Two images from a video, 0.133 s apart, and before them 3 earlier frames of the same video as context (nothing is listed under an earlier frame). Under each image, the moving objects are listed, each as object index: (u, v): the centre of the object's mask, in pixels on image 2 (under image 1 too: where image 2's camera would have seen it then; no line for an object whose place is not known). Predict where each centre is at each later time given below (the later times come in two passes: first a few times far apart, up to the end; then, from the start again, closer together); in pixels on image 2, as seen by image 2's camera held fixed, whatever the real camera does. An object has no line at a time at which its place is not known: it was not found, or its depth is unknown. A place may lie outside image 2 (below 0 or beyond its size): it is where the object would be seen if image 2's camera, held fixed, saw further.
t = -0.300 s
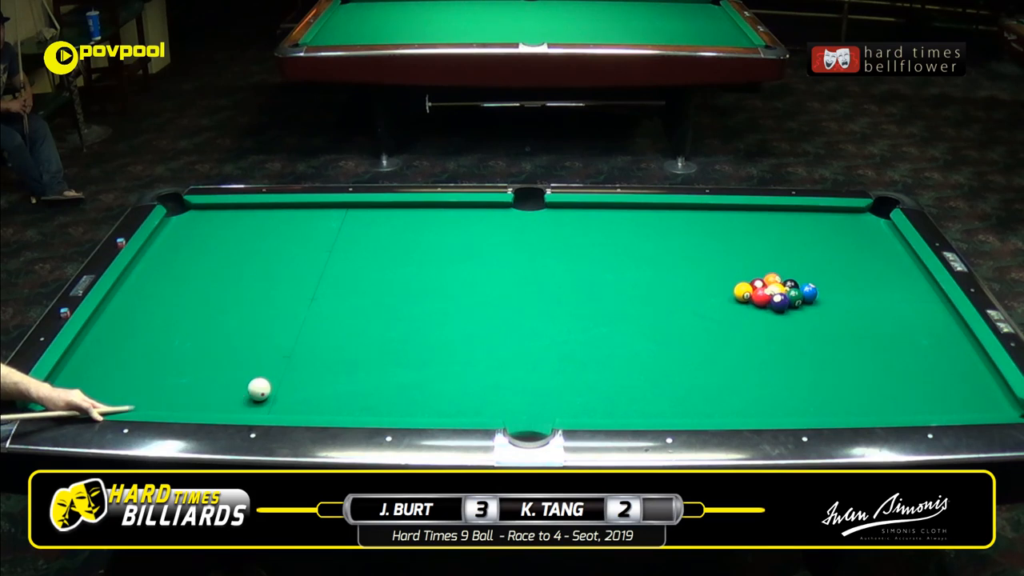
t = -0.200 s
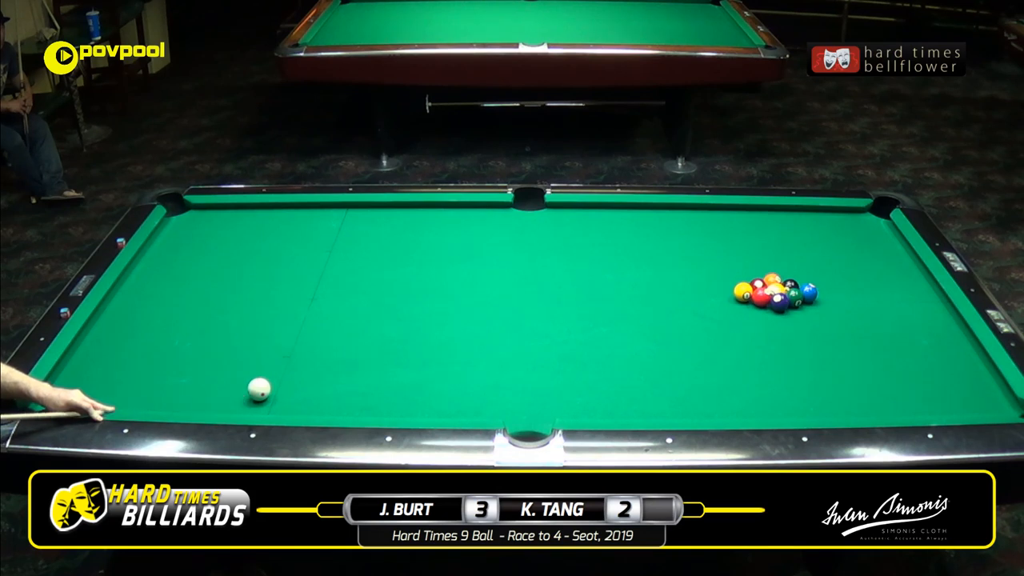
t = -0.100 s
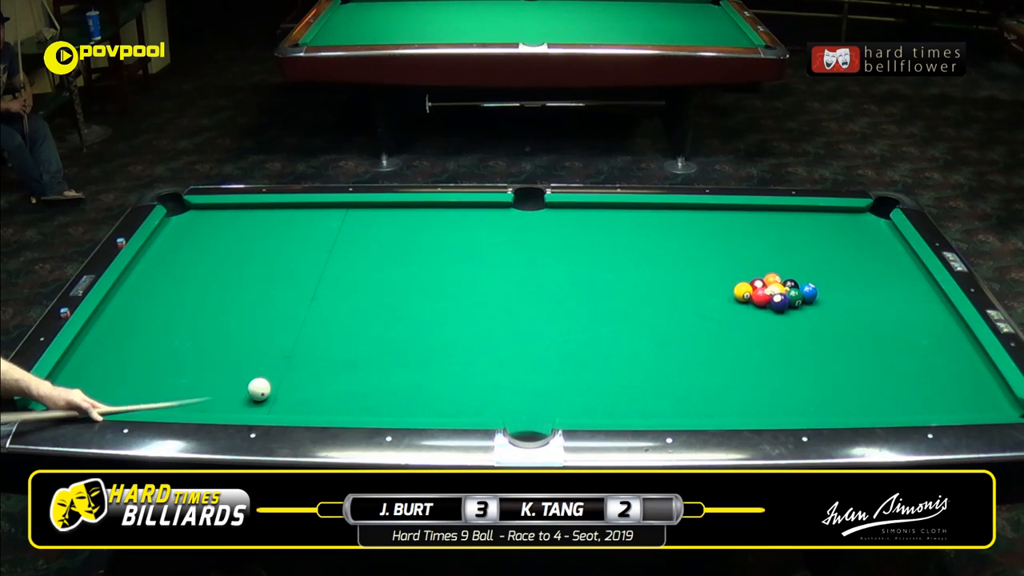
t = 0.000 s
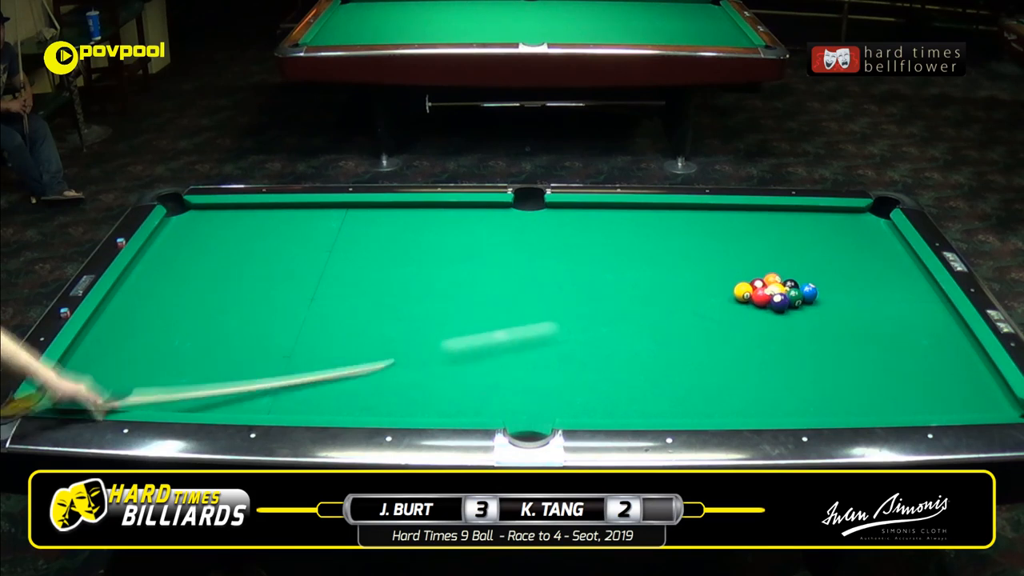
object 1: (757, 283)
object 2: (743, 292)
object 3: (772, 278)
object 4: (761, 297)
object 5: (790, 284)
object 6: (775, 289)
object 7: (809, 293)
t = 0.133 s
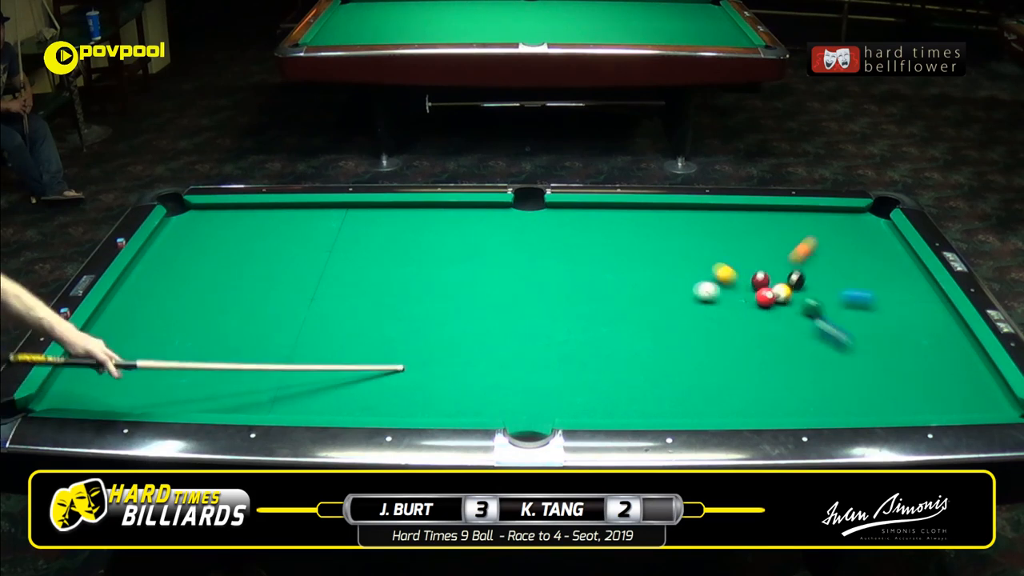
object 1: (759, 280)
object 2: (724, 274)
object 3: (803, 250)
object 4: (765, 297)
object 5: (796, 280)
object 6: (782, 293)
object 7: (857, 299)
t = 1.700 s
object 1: (706, 209)
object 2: (438, 265)
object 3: (501, 255)
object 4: (819, 301)
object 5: (904, 264)
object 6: (884, 310)
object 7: (351, 360)
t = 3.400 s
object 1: (500, 212)
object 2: (271, 283)
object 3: (146, 275)
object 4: (821, 304)
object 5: (891, 314)
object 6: (935, 338)
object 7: (260, 403)
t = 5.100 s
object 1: (364, 217)
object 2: (192, 292)
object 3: (210, 336)
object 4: (821, 318)
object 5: (888, 315)
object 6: (952, 356)
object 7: (588, 406)
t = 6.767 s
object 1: (302, 221)
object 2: (185, 293)
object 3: (273, 374)
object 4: (821, 318)
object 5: (888, 315)
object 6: (952, 355)
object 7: (788, 392)
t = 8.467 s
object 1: (297, 222)
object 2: (185, 293)
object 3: (287, 383)
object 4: (821, 318)
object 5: (888, 315)
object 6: (952, 355)
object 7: (876, 382)
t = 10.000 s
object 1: (297, 221)
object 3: (287, 383)
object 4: (821, 318)
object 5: (888, 315)
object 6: (952, 356)
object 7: (888, 381)
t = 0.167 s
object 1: (761, 278)
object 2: (713, 265)
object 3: (820, 233)
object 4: (767, 297)
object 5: (799, 274)
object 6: (785, 294)
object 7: (886, 302)
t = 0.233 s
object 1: (763, 272)
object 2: (693, 249)
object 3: (849, 212)
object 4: (771, 297)
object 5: (804, 267)
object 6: (790, 295)
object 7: (937, 307)
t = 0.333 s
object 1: (766, 264)
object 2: (667, 229)
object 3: (901, 242)
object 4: (777, 298)
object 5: (812, 256)
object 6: (799, 296)
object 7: (916, 311)
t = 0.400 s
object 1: (768, 258)
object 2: (652, 218)
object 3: (899, 261)
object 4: (780, 298)
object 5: (816, 249)
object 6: (804, 297)
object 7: (891, 314)
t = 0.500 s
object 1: (771, 251)
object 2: (630, 210)
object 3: (893, 289)
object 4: (784, 298)
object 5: (823, 239)
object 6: (812, 299)
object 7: (854, 318)
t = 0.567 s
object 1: (773, 245)
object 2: (616, 218)
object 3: (890, 308)
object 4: (788, 298)
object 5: (827, 231)
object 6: (817, 299)
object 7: (829, 319)
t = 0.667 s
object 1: (775, 238)
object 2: (594, 229)
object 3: (882, 340)
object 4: (792, 299)
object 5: (833, 222)
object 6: (825, 301)
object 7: (790, 322)
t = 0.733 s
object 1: (777, 233)
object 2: (579, 236)
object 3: (877, 363)
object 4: (795, 299)
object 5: (837, 217)
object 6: (829, 301)
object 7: (764, 325)
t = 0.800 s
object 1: (779, 229)
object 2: (564, 244)
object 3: (871, 388)
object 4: (798, 299)
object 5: (841, 211)
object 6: (834, 302)
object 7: (737, 328)
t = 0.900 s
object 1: (781, 222)
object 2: (542, 253)
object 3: (841, 401)
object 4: (801, 299)
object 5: (851, 216)
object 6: (841, 303)
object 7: (695, 331)
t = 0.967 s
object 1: (782, 218)
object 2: (532, 255)
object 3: (806, 384)
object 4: (804, 300)
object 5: (858, 220)
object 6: (845, 304)
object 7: (668, 334)
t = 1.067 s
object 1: (784, 212)
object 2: (519, 257)
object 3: (756, 363)
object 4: (807, 300)
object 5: (868, 227)
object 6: (852, 305)
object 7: (625, 338)
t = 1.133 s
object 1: (786, 210)
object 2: (510, 257)
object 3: (725, 350)
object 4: (808, 300)
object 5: (876, 231)
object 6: (855, 305)
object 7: (597, 340)
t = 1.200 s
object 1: (784, 211)
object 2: (501, 258)
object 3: (694, 337)
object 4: (810, 300)
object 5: (883, 235)
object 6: (859, 306)
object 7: (567, 343)
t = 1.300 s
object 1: (765, 210)
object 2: (488, 260)
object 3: (651, 319)
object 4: (813, 300)
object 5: (894, 242)
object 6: (865, 307)
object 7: (525, 346)
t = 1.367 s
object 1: (755, 209)
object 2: (479, 261)
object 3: (624, 307)
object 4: (814, 300)
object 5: (902, 247)
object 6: (868, 307)
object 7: (496, 349)
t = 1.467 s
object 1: (740, 208)
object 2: (467, 262)
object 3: (584, 290)
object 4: (816, 300)
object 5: (905, 252)
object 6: (873, 308)
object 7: (453, 353)
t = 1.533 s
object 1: (730, 208)
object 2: (458, 263)
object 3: (559, 280)
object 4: (817, 301)
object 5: (905, 255)
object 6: (877, 309)
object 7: (423, 355)
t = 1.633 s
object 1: (716, 209)
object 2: (446, 264)
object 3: (524, 265)
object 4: (818, 301)
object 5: (904, 260)
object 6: (881, 310)
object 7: (381, 358)
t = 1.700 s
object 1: (706, 209)
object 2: (438, 265)
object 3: (501, 255)
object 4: (819, 301)
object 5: (904, 264)
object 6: (884, 310)
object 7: (351, 360)
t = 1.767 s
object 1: (697, 209)
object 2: (430, 266)
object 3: (480, 246)
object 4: (820, 301)
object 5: (904, 267)
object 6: (887, 311)
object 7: (323, 363)
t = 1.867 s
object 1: (684, 209)
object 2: (418, 268)
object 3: (450, 234)
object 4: (821, 301)
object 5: (905, 272)
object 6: (891, 311)
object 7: (280, 365)
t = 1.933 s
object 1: (674, 209)
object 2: (410, 268)
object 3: (430, 226)
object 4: (821, 301)
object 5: (904, 275)
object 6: (893, 312)
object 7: (253, 368)
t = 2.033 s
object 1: (661, 209)
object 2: (399, 269)
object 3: (403, 214)
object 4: (821, 301)
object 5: (904, 280)
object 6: (897, 312)
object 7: (212, 370)
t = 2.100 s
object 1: (652, 209)
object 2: (392, 271)
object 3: (385, 207)
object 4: (821, 301)
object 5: (904, 283)
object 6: (899, 313)
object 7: (184, 373)
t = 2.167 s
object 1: (644, 209)
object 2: (384, 272)
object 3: (372, 208)
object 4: (821, 301)
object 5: (904, 287)
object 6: (901, 313)
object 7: (158, 375)
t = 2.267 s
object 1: (630, 209)
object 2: (374, 273)
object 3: (354, 214)
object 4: (821, 301)
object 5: (904, 292)
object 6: (903, 313)
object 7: (120, 378)
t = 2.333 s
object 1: (622, 210)
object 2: (367, 274)
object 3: (342, 217)
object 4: (821, 301)
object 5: (904, 294)
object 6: (905, 314)
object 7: (94, 379)
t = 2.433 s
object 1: (609, 209)
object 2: (356, 275)
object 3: (323, 222)
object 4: (821, 301)
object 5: (904, 298)
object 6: (907, 314)
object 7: (57, 382)
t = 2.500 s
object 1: (601, 210)
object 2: (349, 276)
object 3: (311, 226)
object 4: (821, 301)
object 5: (903, 301)
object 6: (909, 314)
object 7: (65, 383)
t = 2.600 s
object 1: (589, 210)
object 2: (340, 276)
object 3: (292, 231)
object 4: (821, 301)
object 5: (902, 304)
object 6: (912, 316)
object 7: (86, 385)
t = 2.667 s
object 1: (581, 210)
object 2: (333, 277)
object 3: (280, 235)
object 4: (821, 301)
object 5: (901, 306)
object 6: (914, 318)
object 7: (100, 387)
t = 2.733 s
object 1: (573, 210)
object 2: (327, 278)
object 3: (268, 239)
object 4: (821, 301)
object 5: (900, 307)
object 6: (916, 320)
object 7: (114, 389)
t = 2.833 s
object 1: (562, 210)
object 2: (318, 278)
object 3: (249, 244)
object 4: (821, 301)
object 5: (898, 309)
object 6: (919, 323)
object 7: (136, 391)
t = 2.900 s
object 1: (554, 210)
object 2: (312, 279)
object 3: (237, 248)
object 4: (821, 301)
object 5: (897, 309)
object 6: (921, 325)
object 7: (150, 393)
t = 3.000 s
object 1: (543, 211)
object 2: (303, 280)
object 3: (219, 253)
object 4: (821, 301)
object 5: (895, 310)
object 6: (924, 328)
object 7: (172, 395)
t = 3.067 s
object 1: (536, 211)
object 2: (297, 280)
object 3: (206, 257)
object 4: (821, 301)
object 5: (895, 311)
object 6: (926, 330)
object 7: (187, 397)
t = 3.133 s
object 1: (528, 211)
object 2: (292, 281)
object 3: (194, 260)
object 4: (821, 302)
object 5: (894, 312)
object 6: (927, 332)
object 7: (202, 398)
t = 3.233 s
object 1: (518, 212)
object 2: (284, 282)
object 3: (176, 266)
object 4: (821, 302)
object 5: (893, 312)
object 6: (930, 334)
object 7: (223, 401)
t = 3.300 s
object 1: (511, 212)
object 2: (279, 282)
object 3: (163, 270)
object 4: (821, 302)
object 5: (892, 313)
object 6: (932, 336)
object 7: (238, 401)
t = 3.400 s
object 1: (500, 212)
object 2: (271, 283)
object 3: (146, 275)
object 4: (821, 304)
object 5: (891, 314)
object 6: (935, 338)
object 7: (260, 403)
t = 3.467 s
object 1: (494, 212)
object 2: (267, 284)
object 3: (133, 279)
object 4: (821, 305)
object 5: (890, 314)
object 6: (936, 339)
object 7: (276, 404)
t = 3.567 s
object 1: (485, 213)
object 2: (260, 284)
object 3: (124, 284)
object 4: (821, 307)
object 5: (890, 314)
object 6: (938, 341)
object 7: (297, 405)
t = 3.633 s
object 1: (478, 212)
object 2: (255, 284)
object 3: (128, 287)
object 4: (821, 308)
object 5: (889, 315)
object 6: (939, 343)
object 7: (313, 406)
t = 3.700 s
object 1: (471, 213)
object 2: (251, 285)
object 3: (132, 289)
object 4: (821, 309)
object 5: (889, 315)
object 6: (941, 344)
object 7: (327, 407)
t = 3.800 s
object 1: (462, 214)
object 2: (245, 286)
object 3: (138, 293)
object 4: (821, 310)
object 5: (888, 315)
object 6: (942, 346)
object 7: (350, 408)
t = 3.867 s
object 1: (456, 214)
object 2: (241, 286)
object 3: (142, 295)
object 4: (821, 311)
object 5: (888, 315)
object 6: (943, 347)
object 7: (363, 410)
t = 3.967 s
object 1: (448, 214)
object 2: (235, 287)
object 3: (148, 299)
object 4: (821, 313)
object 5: (888, 315)
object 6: (945, 348)
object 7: (385, 410)
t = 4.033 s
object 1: (442, 214)
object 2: (231, 287)
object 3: (152, 301)
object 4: (821, 314)
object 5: (888, 315)
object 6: (946, 349)
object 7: (398, 410)
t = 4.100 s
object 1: (436, 214)
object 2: (228, 288)
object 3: (155, 304)
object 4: (821, 314)
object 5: (888, 315)
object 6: (947, 350)
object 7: (412, 410)
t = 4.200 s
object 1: (428, 214)
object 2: (223, 289)
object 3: (162, 307)
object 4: (821, 315)
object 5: (888, 315)
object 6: (948, 351)
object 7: (431, 410)
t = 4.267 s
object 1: (423, 215)
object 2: (220, 289)
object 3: (165, 309)
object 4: (821, 316)
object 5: (888, 315)
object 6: (949, 352)
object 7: (443, 409)
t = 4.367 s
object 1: (414, 215)
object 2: (215, 289)
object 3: (171, 313)
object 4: (821, 317)
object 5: (888, 315)
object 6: (950, 353)
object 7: (463, 409)
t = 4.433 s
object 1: (410, 215)
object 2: (212, 290)
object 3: (174, 315)
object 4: (821, 317)
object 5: (888, 315)
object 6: (950, 353)
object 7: (475, 409)
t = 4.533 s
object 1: (402, 215)
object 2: (209, 290)
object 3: (180, 318)
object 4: (821, 317)
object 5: (888, 315)
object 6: (951, 354)
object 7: (493, 409)
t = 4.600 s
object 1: (397, 216)
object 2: (206, 291)
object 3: (184, 320)
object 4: (821, 318)
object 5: (888, 315)
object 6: (952, 355)
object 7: (506, 410)
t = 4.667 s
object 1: (393, 216)
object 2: (204, 291)
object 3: (188, 323)
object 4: (821, 318)
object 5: (888, 315)
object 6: (952, 355)
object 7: (516, 410)
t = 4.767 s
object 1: (385, 216)
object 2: (201, 291)
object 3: (193, 326)
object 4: (821, 318)
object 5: (888, 315)
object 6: (952, 355)
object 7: (535, 409)
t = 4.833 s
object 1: (381, 216)
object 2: (199, 291)
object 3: (196, 328)
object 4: (821, 318)
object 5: (888, 315)
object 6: (952, 356)
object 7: (546, 409)
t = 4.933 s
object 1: (375, 217)
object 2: (196, 292)
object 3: (202, 331)
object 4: (821, 318)
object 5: (888, 315)
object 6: (952, 355)
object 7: (562, 407)
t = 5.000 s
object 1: (370, 217)
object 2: (194, 292)
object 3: (205, 333)
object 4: (821, 318)
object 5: (888, 315)
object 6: (952, 355)
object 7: (573, 406)
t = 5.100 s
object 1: (364, 217)
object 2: (192, 292)
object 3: (210, 336)
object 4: (821, 318)
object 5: (888, 315)
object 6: (952, 356)
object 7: (588, 406)
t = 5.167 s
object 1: (361, 218)
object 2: (191, 292)
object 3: (213, 338)
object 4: (821, 318)
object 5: (888, 315)
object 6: (952, 356)
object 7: (599, 406)
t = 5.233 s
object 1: (357, 218)
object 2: (190, 292)
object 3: (216, 340)
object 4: (821, 318)
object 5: (888, 315)
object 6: (952, 355)
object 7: (610, 405)
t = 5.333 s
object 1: (351, 218)
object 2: (188, 293)
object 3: (221, 343)
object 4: (821, 318)
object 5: (888, 315)
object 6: (952, 355)
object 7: (624, 404)
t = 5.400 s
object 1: (348, 218)
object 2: (187, 293)
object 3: (224, 344)
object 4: (821, 318)
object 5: (888, 315)
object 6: (952, 356)
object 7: (634, 404)
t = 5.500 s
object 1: (343, 218)
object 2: (186, 293)
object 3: (229, 347)
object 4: (821, 318)
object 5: (888, 315)
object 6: (952, 356)
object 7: (648, 403)
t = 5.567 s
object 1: (340, 219)
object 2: (186, 293)
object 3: (232, 349)
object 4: (821, 318)
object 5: (888, 315)
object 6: (952, 355)
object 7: (656, 403)
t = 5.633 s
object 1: (337, 219)
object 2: (185, 293)
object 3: (235, 351)
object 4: (821, 318)
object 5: (888, 315)
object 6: (952, 355)
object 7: (666, 402)
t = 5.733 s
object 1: (332, 219)
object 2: (185, 293)
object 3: (239, 353)
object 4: (821, 318)
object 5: (888, 315)
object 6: (952, 356)
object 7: (679, 401)
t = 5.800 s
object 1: (329, 219)
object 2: (185, 293)
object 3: (242, 355)
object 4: (821, 318)
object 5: (888, 315)
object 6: (952, 356)
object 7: (687, 400)
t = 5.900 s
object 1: (325, 219)
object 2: (185, 293)
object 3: (245, 357)
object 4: (821, 318)
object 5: (888, 315)
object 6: (952, 355)
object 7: (699, 399)
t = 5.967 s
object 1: (323, 220)
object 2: (185, 293)
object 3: (248, 359)
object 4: (821, 318)
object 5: (888, 315)
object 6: (952, 356)
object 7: (708, 399)
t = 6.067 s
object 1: (319, 220)
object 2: (185, 293)
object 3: (252, 361)
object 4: (821, 318)
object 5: (888, 315)
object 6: (952, 355)
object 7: (719, 398)
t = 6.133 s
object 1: (317, 220)
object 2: (185, 293)
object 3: (255, 362)
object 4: (821, 318)
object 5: (888, 315)
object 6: (952, 356)
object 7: (726, 398)
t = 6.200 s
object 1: (315, 220)
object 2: (185, 293)
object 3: (257, 363)
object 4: (821, 318)
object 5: (888, 315)
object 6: (952, 356)
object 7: (734, 397)
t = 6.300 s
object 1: (312, 220)
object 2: (185, 293)
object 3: (260, 366)
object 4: (821, 318)
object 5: (888, 315)
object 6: (952, 356)
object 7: (744, 396)
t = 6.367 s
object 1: (310, 220)
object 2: (185, 293)
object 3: (262, 367)
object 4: (821, 318)
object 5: (888, 315)
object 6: (952, 355)
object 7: (751, 395)
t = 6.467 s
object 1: (308, 221)
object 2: (185, 293)
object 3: (265, 369)
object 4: (821, 318)
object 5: (888, 315)
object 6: (952, 356)
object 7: (761, 394)
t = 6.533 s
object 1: (306, 221)
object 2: (185, 293)
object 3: (267, 370)
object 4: (821, 318)
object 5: (888, 315)
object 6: (952, 356)
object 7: (767, 393)
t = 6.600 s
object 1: (305, 221)
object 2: (185, 293)
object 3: (269, 371)
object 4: (821, 318)
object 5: (888, 315)
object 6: (952, 355)
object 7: (773, 393)
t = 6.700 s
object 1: (303, 221)
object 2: (185, 293)
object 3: (272, 372)
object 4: (821, 318)
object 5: (888, 315)
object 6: (952, 356)
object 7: (782, 392)
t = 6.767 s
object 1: (302, 221)
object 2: (185, 293)
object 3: (273, 374)
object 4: (821, 318)
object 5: (888, 315)
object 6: (952, 355)
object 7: (788, 392)
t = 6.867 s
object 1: (300, 221)
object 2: (185, 293)
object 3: (275, 375)
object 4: (821, 318)
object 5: (888, 315)
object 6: (952, 356)
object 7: (796, 391)
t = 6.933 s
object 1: (300, 221)
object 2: (185, 293)
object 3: (276, 376)
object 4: (821, 318)
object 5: (888, 315)
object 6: (952, 355)
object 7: (801, 390)
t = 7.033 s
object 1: (299, 222)
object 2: (185, 293)
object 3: (278, 378)
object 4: (821, 318)
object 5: (888, 315)
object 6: (952, 356)
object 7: (808, 390)
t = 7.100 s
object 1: (298, 222)
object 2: (185, 293)
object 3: (279, 378)
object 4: (821, 318)
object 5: (888, 315)
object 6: (952, 356)
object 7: (813, 389)
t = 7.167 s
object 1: (298, 221)
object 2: (185, 293)
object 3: (280, 379)
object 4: (821, 318)
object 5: (888, 315)
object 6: (952, 356)
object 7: (817, 389)
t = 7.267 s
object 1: (297, 222)
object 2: (185, 293)
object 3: (282, 380)
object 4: (821, 318)
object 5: (888, 315)
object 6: (952, 355)
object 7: (824, 388)
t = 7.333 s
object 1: (297, 221)
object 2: (185, 293)
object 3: (283, 380)
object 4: (821, 318)
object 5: (888, 315)
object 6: (952, 355)
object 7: (828, 387)
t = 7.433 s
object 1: (297, 222)
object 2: (185, 293)
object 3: (284, 381)
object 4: (821, 318)
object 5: (888, 315)
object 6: (952, 355)
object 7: (834, 386)
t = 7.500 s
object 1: (297, 221)
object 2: (185, 293)
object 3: (285, 382)
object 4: (821, 318)
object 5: (888, 315)
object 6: (952, 356)
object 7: (838, 386)
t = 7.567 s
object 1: (297, 221)
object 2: (185, 293)
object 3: (285, 382)
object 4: (821, 318)
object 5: (888, 315)
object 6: (952, 356)
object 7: (841, 386)
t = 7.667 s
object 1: (297, 222)
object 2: (185, 293)
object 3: (286, 383)
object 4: (821, 318)
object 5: (888, 315)
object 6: (952, 355)
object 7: (846, 385)
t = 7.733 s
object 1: (297, 222)
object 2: (185, 293)
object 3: (287, 383)
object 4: (821, 318)
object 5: (888, 315)
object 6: (952, 356)
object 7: (850, 385)
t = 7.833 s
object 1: (297, 221)
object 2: (185, 293)
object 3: (287, 383)
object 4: (821, 318)
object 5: (888, 315)
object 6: (952, 355)
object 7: (854, 384)
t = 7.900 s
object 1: (297, 222)
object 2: (185, 293)
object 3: (287, 383)
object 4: (821, 318)
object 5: (888, 315)
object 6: (952, 356)
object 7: (857, 384)
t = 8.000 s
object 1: (297, 222)
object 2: (185, 293)
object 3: (287, 383)
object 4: (821, 318)
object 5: (888, 315)
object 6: (952, 356)
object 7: (861, 383)
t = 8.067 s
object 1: (297, 222)
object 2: (185, 293)
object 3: (287, 383)
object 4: (821, 318)
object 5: (888, 315)
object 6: (952, 355)
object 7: (863, 383)
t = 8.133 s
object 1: (297, 222)
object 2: (185, 293)
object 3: (287, 383)
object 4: (821, 318)
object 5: (888, 315)
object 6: (952, 355)
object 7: (866, 383)
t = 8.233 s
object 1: (297, 222)
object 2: (185, 293)
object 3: (287, 383)
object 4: (821, 318)
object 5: (888, 315)
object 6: (952, 356)
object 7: (869, 383)
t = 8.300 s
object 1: (297, 222)
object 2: (185, 293)
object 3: (287, 383)
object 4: (821, 318)
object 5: (888, 315)
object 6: (952, 356)
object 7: (872, 383)
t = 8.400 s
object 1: (297, 222)
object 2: (185, 293)
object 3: (287, 383)
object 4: (821, 318)
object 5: (888, 315)
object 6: (952, 355)
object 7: (875, 382)
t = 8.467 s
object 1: (297, 222)
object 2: (185, 293)
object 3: (287, 383)
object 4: (821, 318)
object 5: (888, 315)
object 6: (952, 355)
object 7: (876, 382)
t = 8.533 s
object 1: (297, 222)
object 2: (185, 293)
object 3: (287, 383)
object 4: (821, 318)
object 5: (888, 315)
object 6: (952, 356)
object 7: (878, 382)
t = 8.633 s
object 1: (297, 221)
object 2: (186, 292)
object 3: (287, 383)
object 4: (821, 318)
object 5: (888, 315)
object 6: (952, 356)
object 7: (880, 381)
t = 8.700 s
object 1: (297, 221)
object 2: (186, 292)
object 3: (287, 383)
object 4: (821, 318)
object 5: (888, 315)
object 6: (952, 355)
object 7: (882, 381)
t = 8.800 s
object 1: (297, 221)
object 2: (185, 293)
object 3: (287, 383)
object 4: (821, 318)
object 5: (888, 315)
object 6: (952, 356)
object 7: (883, 381)
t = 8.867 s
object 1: (297, 221)
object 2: (185, 293)
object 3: (287, 383)
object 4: (821, 318)
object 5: (888, 315)
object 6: (952, 355)
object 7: (884, 381)
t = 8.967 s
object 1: (297, 221)
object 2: (186, 292)
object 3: (287, 383)
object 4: (821, 318)
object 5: (888, 315)
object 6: (952, 355)
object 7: (886, 381)
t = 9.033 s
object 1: (297, 221)
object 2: (186, 292)
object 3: (287, 383)
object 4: (821, 318)
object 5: (888, 315)
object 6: (952, 355)
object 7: (887, 381)
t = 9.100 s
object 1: (297, 221)
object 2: (186, 292)
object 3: (287, 383)
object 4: (821, 318)
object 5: (888, 315)
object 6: (952, 356)
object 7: (887, 381)
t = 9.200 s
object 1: (297, 221)
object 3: (287, 383)
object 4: (821, 318)
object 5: (888, 315)
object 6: (952, 355)
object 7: (888, 381)
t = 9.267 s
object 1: (297, 221)
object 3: (287, 383)
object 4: (821, 318)
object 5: (888, 315)
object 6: (952, 355)
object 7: (888, 381)
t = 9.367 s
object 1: (297, 221)
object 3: (287, 383)
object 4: (821, 318)
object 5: (888, 315)
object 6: (952, 356)
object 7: (888, 381)
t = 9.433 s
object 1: (297, 221)
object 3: (287, 383)
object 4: (821, 318)
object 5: (888, 315)
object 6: (952, 356)
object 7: (888, 381)
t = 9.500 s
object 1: (297, 221)
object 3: (287, 383)
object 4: (821, 318)
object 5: (888, 315)
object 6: (952, 356)
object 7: (888, 381)
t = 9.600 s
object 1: (297, 221)
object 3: (287, 383)
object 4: (821, 318)
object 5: (888, 315)
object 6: (952, 356)
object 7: (888, 381)
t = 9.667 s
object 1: (297, 221)
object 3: (287, 383)
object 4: (821, 318)
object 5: (888, 315)
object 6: (952, 356)
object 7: (888, 381)
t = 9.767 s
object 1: (297, 221)
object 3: (287, 383)
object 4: (821, 318)
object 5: (888, 315)
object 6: (952, 356)
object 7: (888, 381)
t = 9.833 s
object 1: (297, 221)
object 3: (287, 383)
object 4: (821, 318)
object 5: (888, 315)
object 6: (952, 356)
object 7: (888, 381)
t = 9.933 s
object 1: (297, 221)
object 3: (287, 383)
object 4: (821, 318)
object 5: (888, 315)
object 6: (952, 355)
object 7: (888, 381)
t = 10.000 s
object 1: (297, 221)
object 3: (287, 383)
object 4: (821, 318)
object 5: (888, 315)
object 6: (952, 356)
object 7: (888, 381)
